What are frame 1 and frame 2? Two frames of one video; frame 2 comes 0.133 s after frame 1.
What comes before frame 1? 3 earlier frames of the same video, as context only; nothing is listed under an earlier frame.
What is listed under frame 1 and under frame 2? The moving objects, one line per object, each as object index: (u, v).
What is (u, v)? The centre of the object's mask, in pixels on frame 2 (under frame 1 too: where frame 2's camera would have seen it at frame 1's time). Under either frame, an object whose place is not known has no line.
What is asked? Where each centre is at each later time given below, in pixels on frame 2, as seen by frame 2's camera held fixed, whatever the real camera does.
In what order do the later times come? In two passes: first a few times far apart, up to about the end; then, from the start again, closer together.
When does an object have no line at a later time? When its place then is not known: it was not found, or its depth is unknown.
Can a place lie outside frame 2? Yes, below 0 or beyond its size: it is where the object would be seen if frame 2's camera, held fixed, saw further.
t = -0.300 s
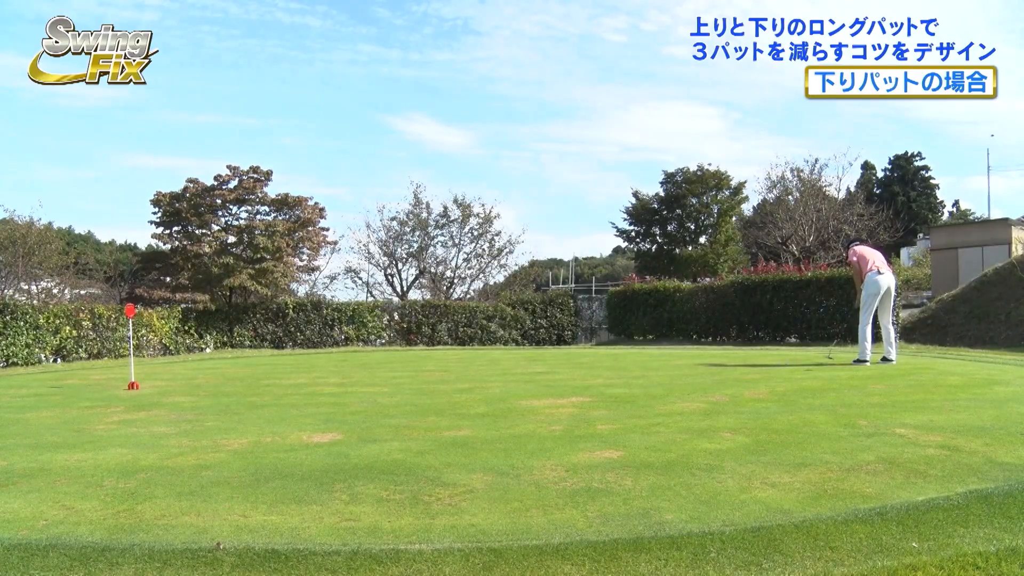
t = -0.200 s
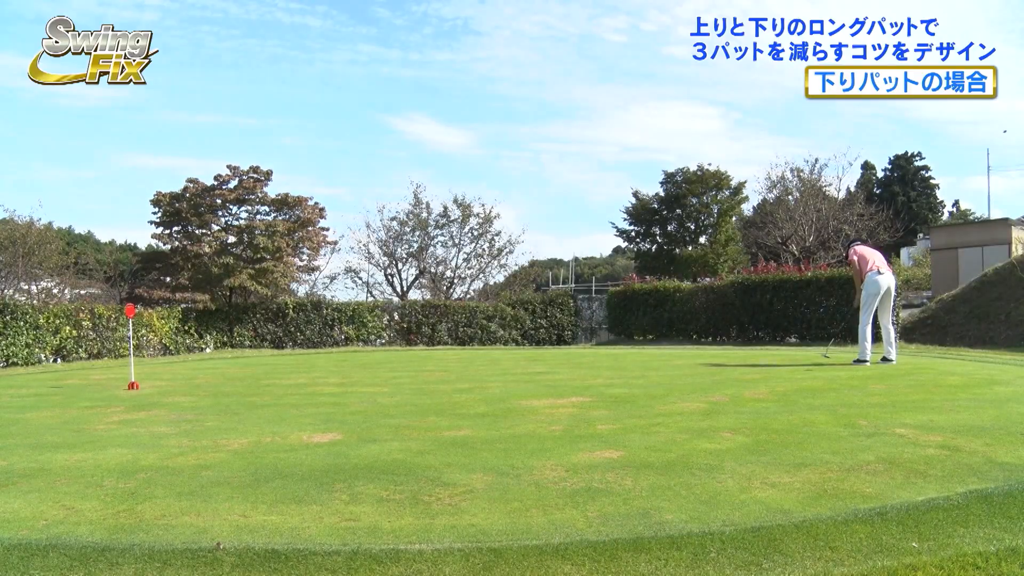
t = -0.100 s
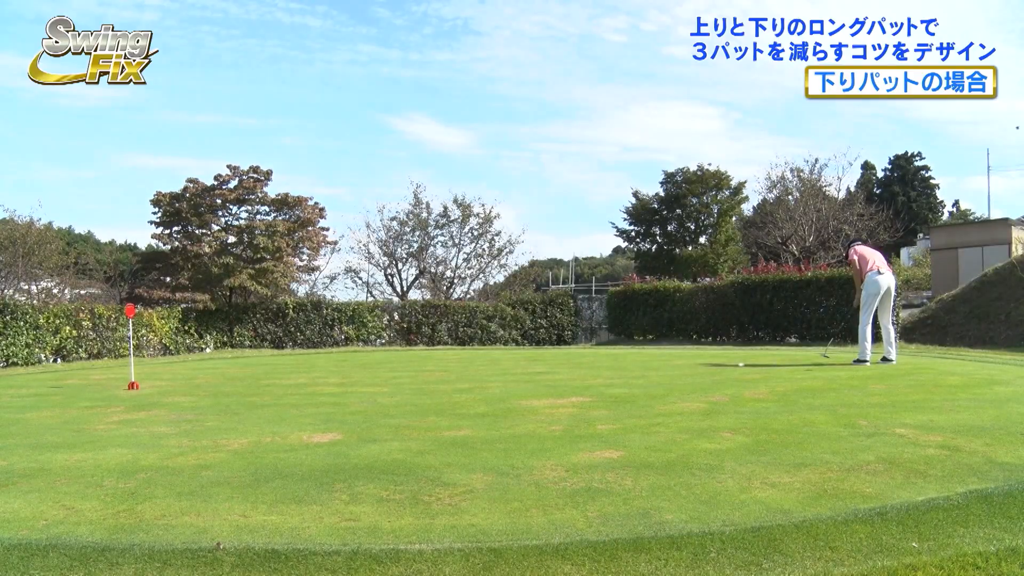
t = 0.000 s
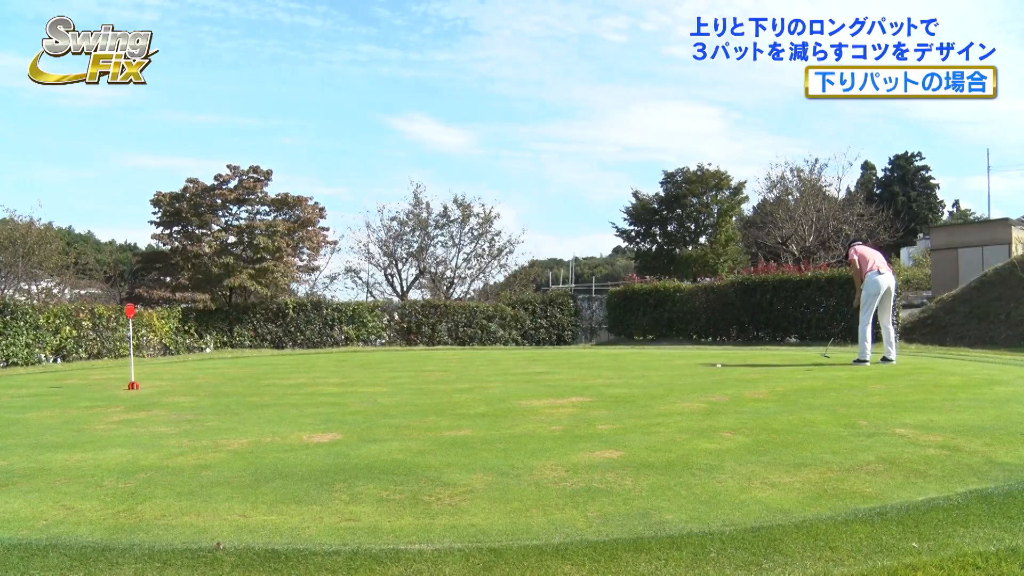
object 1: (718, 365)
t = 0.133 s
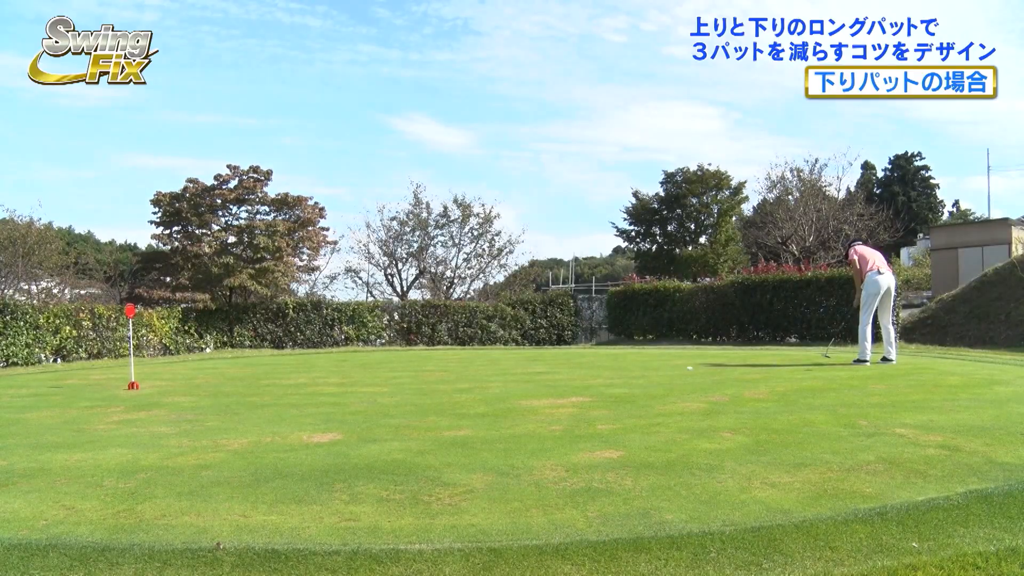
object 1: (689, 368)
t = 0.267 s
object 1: (661, 369)
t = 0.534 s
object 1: (605, 371)
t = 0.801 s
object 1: (551, 373)
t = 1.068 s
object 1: (502, 377)
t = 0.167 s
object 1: (682, 368)
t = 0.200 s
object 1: (675, 367)
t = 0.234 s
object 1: (668, 369)
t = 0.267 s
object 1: (661, 369)
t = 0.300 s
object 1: (653, 369)
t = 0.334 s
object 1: (646, 370)
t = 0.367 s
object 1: (640, 370)
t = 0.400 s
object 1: (633, 370)
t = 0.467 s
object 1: (619, 371)
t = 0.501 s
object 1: (612, 371)
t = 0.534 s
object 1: (605, 371)
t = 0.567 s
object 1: (598, 372)
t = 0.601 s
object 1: (591, 372)
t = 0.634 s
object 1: (585, 372)
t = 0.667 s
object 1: (578, 372)
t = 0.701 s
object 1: (571, 372)
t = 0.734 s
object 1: (564, 373)
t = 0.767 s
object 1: (557, 373)
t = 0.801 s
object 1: (551, 373)
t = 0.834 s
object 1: (545, 374)
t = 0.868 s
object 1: (539, 374)
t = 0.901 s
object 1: (532, 374)
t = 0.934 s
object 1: (526, 375)
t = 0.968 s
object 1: (519, 375)
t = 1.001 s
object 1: (514, 376)
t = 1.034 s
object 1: (507, 377)
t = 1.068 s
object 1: (502, 377)
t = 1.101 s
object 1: (495, 378)
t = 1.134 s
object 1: (490, 378)
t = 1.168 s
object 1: (484, 379)
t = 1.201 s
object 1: (478, 380)
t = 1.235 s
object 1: (473, 380)
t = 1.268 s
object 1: (467, 381)
